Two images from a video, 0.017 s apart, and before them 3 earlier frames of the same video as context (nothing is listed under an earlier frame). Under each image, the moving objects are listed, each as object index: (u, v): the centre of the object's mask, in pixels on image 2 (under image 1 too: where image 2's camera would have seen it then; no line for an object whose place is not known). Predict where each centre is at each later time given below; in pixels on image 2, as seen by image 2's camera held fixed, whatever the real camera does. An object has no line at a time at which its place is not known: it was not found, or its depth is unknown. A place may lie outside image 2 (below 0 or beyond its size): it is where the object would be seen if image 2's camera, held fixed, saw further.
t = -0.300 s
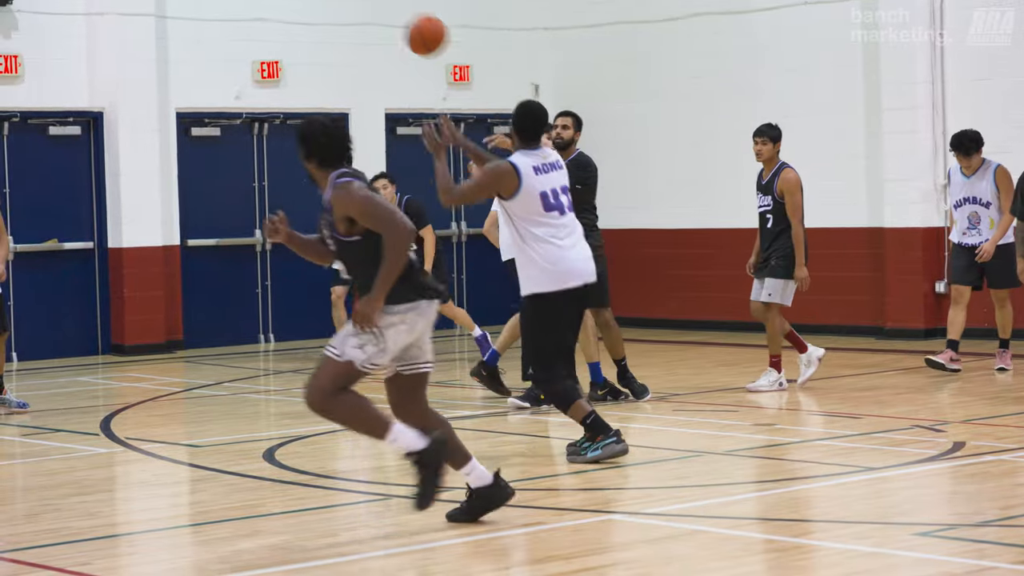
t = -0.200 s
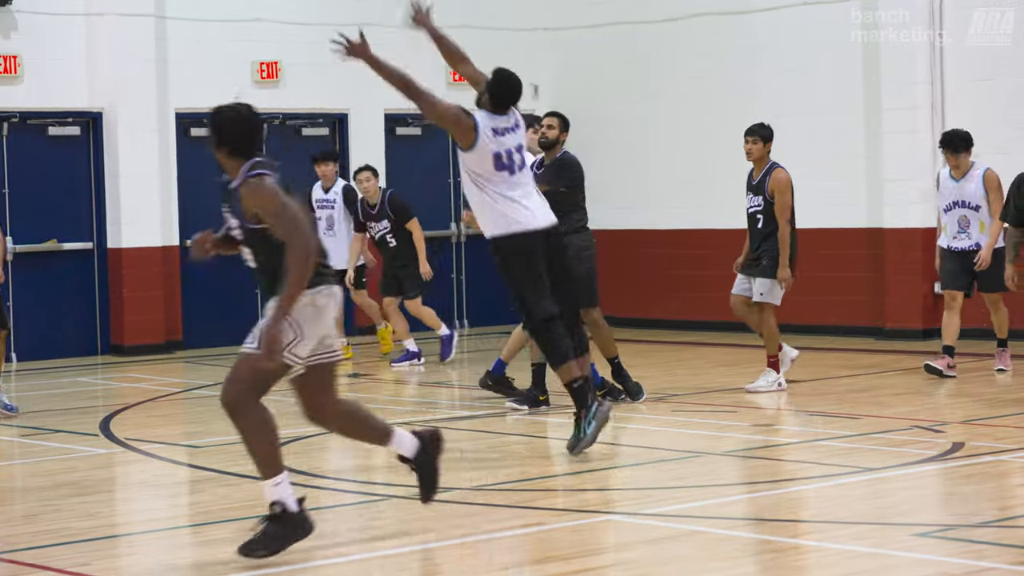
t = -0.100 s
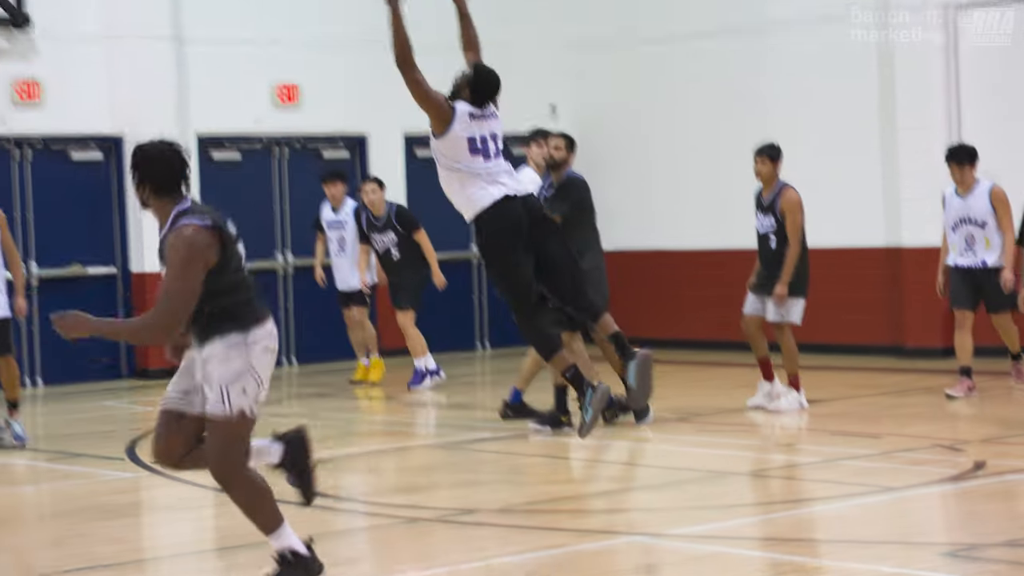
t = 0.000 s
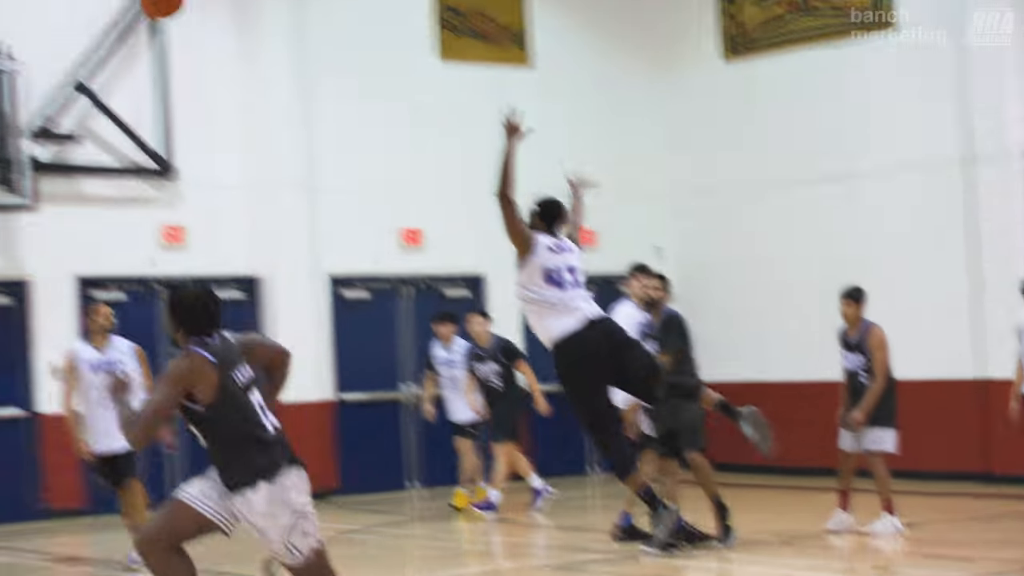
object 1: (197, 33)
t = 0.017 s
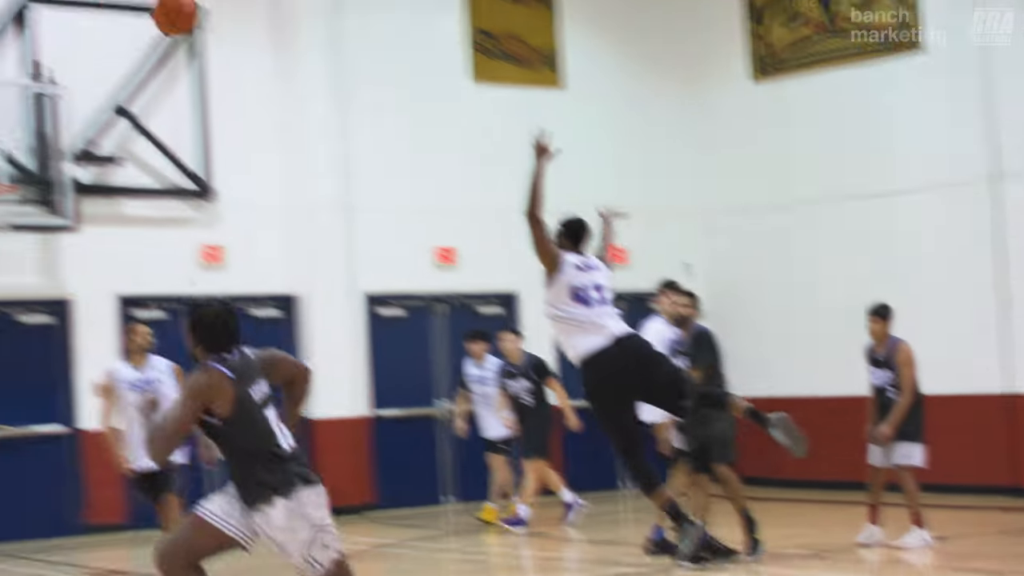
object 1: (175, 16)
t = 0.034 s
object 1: (150, 3)
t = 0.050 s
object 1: (124, -6)
